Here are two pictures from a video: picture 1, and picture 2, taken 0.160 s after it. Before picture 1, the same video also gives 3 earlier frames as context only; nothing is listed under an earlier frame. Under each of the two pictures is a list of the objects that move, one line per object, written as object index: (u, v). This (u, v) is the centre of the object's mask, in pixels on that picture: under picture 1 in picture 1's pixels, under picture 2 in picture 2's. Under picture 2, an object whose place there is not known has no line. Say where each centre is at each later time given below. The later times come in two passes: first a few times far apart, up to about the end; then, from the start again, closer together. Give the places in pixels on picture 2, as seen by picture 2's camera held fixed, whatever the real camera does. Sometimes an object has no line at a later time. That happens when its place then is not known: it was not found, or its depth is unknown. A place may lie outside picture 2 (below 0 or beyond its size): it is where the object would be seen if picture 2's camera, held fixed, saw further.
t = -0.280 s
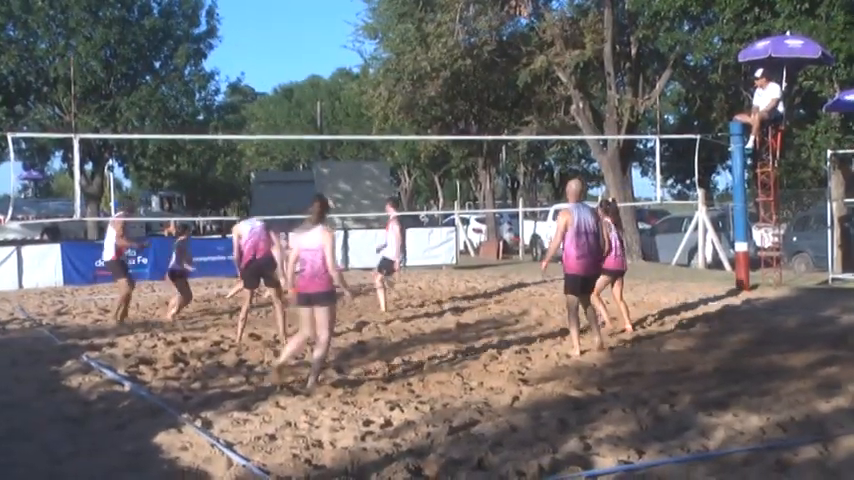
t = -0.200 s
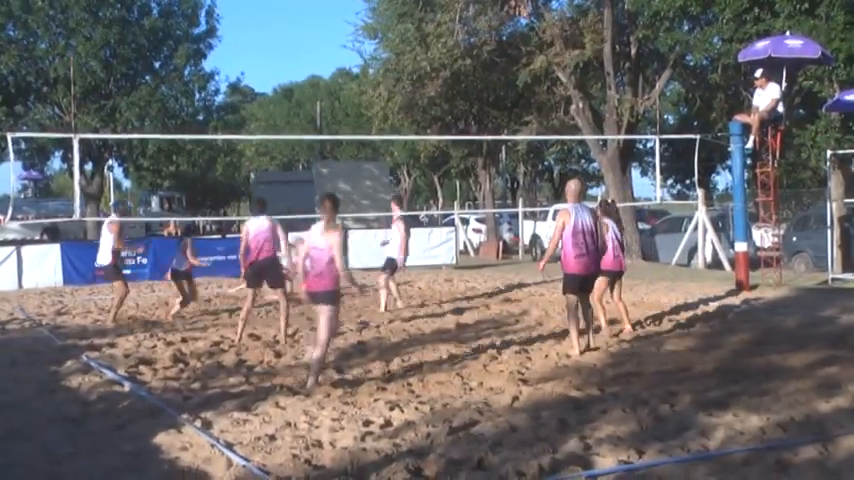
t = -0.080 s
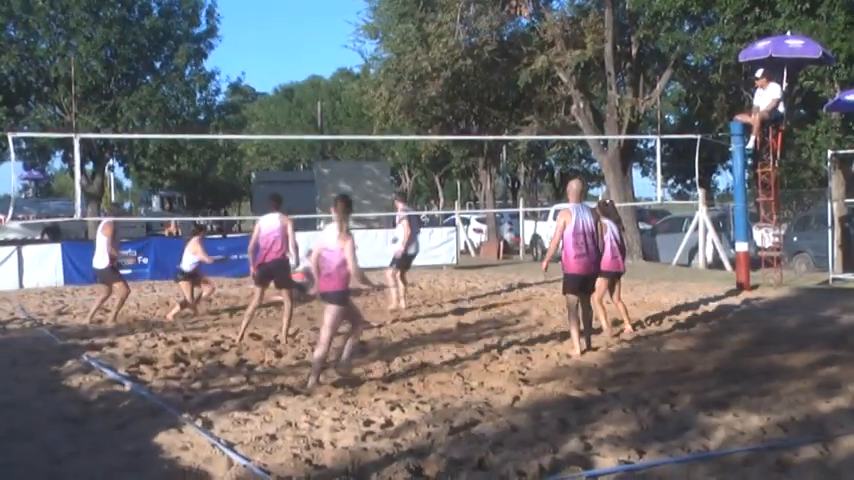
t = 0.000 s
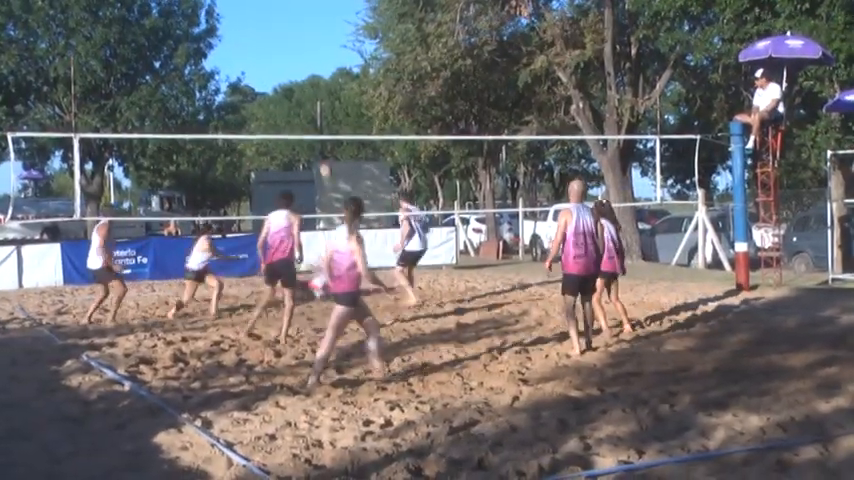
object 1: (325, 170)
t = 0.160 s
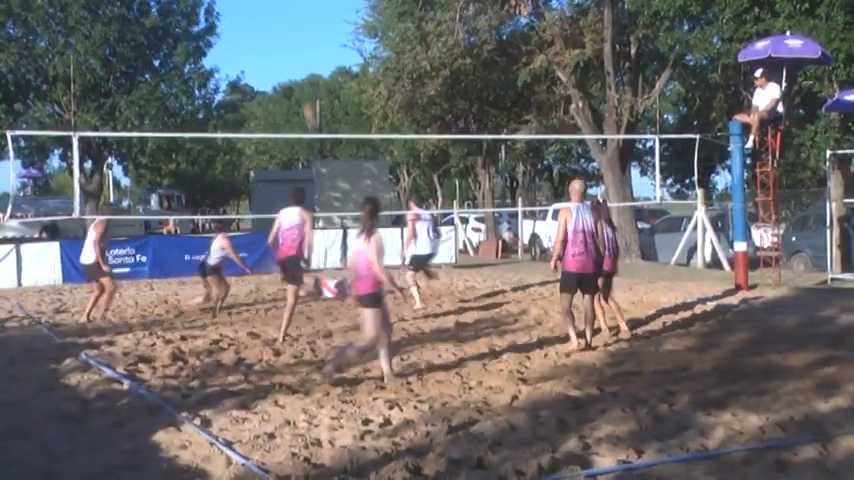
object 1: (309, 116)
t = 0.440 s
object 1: (283, 48)
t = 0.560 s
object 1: (272, 34)
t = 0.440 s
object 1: (283, 48)
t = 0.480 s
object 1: (279, 43)
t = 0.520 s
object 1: (276, 40)
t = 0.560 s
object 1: (272, 34)
